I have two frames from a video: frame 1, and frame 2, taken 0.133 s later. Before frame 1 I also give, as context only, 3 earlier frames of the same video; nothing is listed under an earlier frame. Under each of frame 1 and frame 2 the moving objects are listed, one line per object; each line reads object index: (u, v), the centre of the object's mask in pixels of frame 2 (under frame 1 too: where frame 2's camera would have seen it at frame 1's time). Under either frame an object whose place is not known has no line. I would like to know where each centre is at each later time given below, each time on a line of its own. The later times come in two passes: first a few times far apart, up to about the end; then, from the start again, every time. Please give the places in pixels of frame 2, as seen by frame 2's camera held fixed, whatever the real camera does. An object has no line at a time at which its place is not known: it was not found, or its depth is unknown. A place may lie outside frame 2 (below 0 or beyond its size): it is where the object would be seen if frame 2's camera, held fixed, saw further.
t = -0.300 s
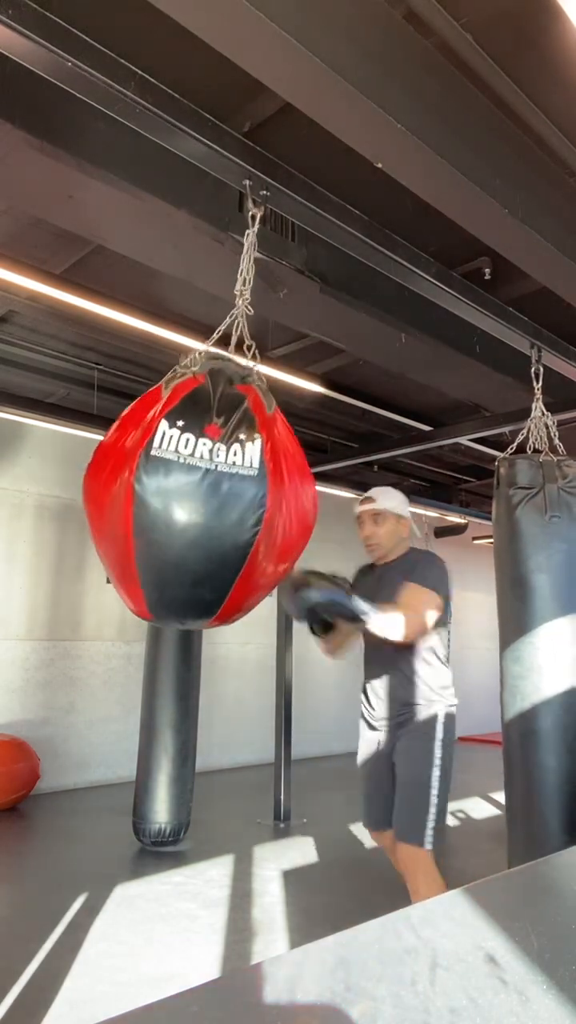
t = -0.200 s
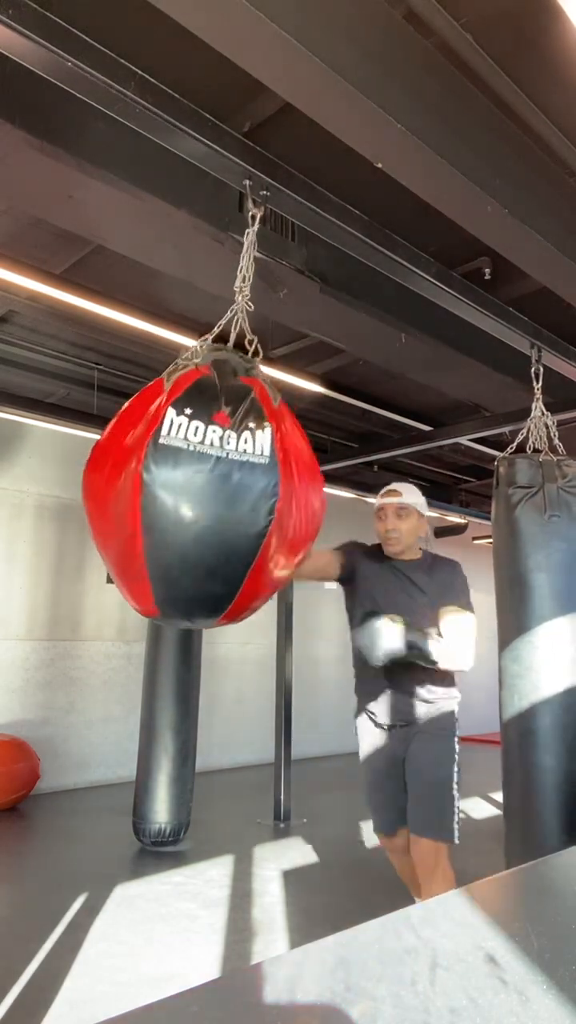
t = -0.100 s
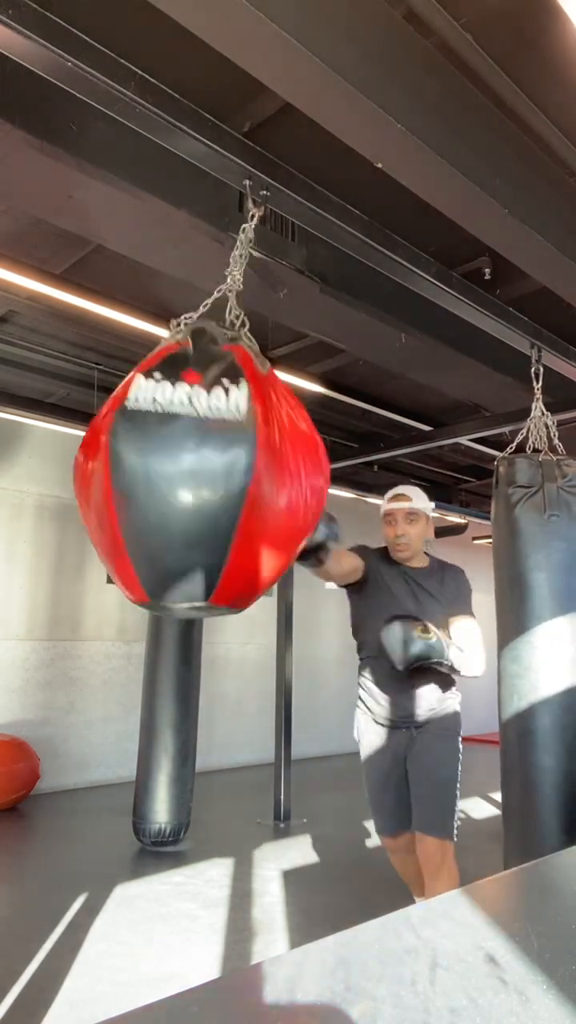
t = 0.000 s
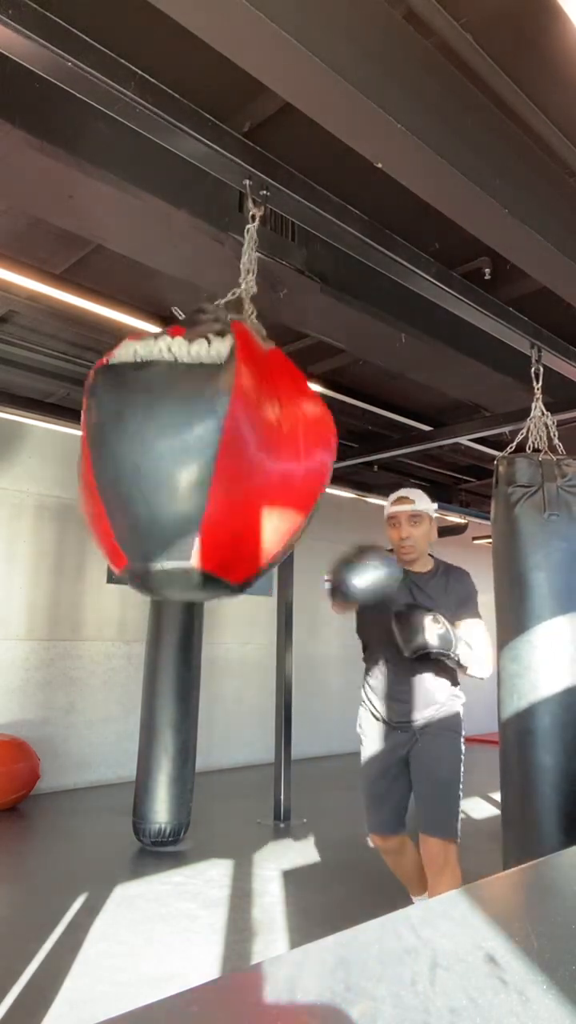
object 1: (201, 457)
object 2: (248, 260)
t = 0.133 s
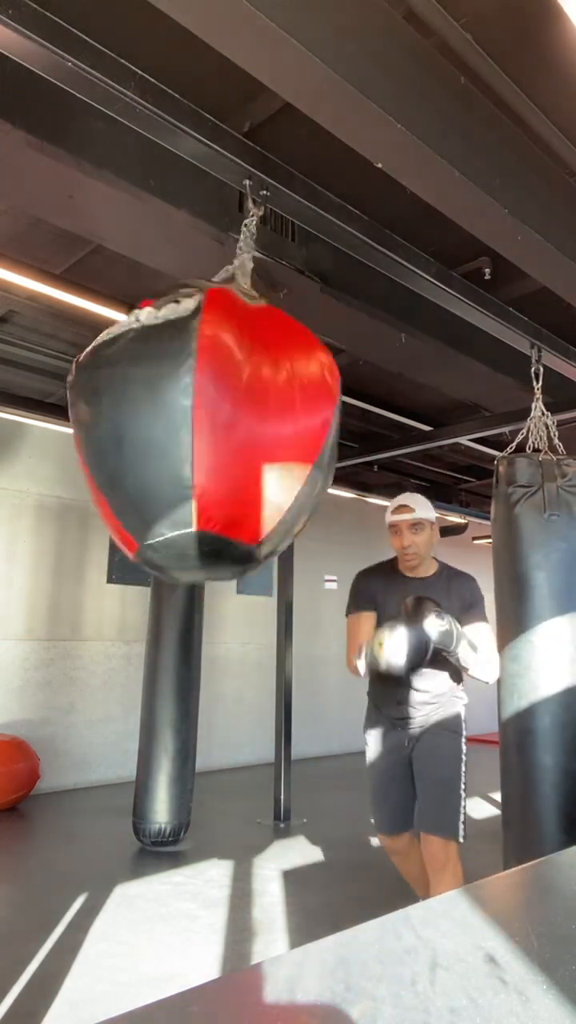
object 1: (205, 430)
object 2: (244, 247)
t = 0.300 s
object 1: (228, 427)
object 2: (248, 248)
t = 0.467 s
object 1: (257, 455)
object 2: (248, 262)
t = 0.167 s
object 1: (209, 427)
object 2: (241, 244)
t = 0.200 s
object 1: (212, 425)
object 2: (241, 244)
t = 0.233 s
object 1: (217, 425)
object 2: (242, 246)
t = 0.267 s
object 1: (222, 426)
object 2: (245, 249)
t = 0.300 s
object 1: (228, 427)
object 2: (248, 248)
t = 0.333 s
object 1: (235, 431)
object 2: (251, 250)
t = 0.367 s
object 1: (241, 436)
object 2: (251, 249)
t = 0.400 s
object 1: (246, 441)
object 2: (250, 252)
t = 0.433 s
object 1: (252, 448)
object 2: (249, 256)
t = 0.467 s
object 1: (257, 455)
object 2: (248, 262)
